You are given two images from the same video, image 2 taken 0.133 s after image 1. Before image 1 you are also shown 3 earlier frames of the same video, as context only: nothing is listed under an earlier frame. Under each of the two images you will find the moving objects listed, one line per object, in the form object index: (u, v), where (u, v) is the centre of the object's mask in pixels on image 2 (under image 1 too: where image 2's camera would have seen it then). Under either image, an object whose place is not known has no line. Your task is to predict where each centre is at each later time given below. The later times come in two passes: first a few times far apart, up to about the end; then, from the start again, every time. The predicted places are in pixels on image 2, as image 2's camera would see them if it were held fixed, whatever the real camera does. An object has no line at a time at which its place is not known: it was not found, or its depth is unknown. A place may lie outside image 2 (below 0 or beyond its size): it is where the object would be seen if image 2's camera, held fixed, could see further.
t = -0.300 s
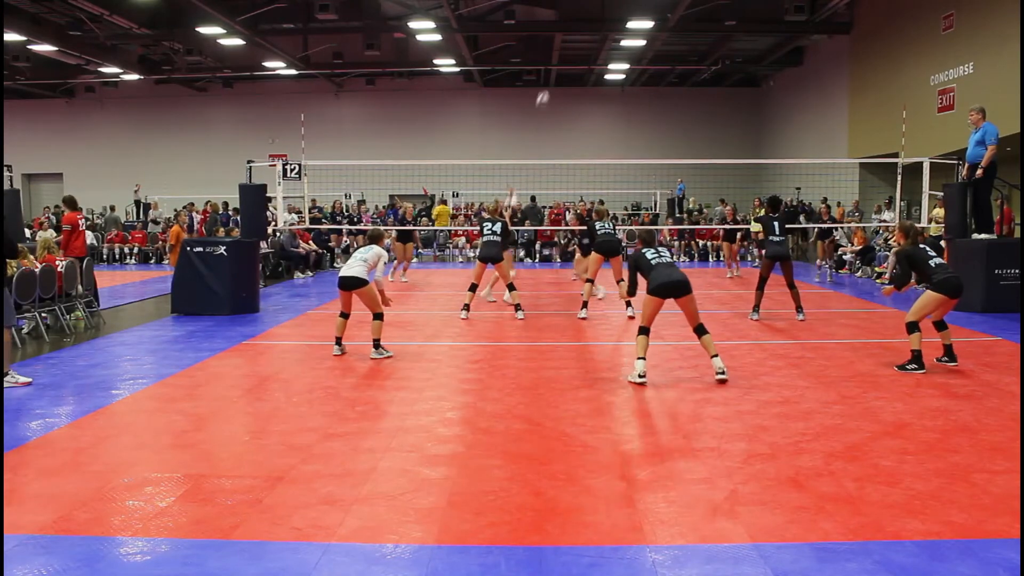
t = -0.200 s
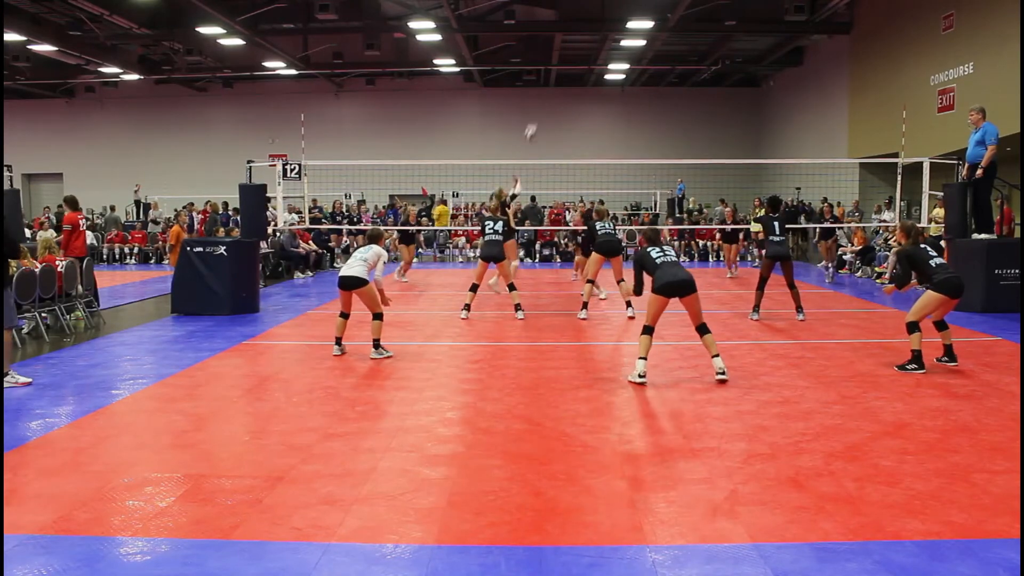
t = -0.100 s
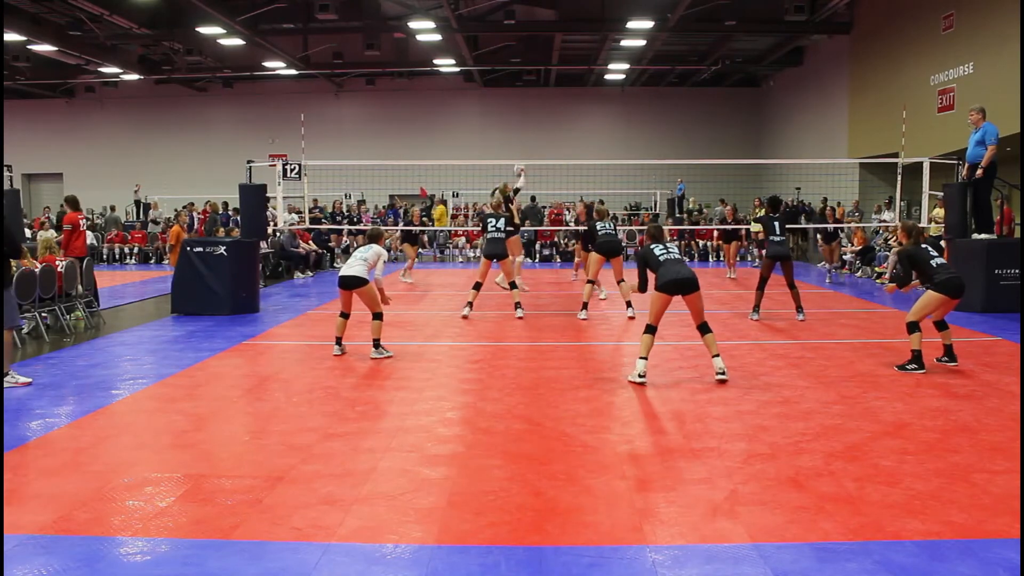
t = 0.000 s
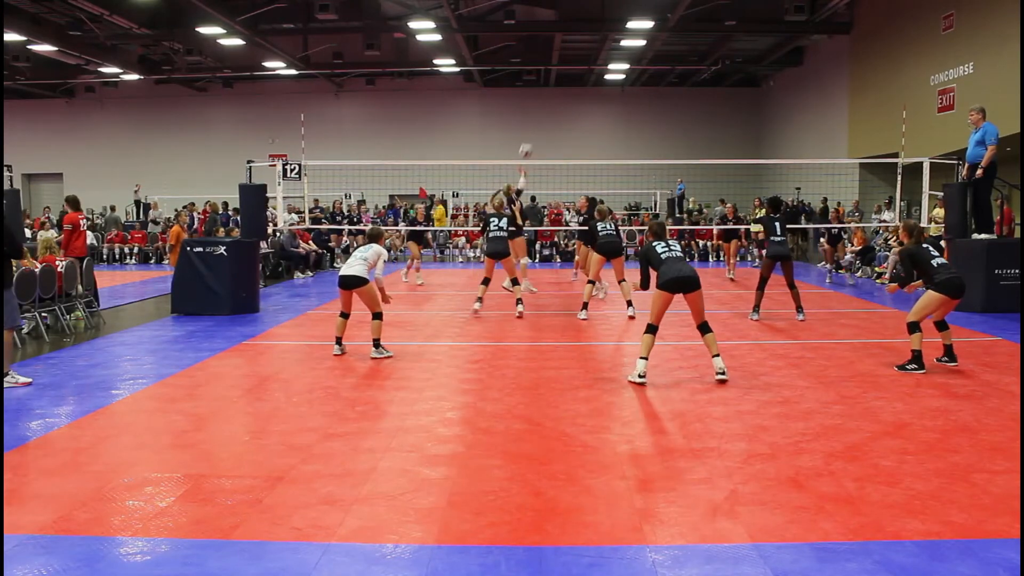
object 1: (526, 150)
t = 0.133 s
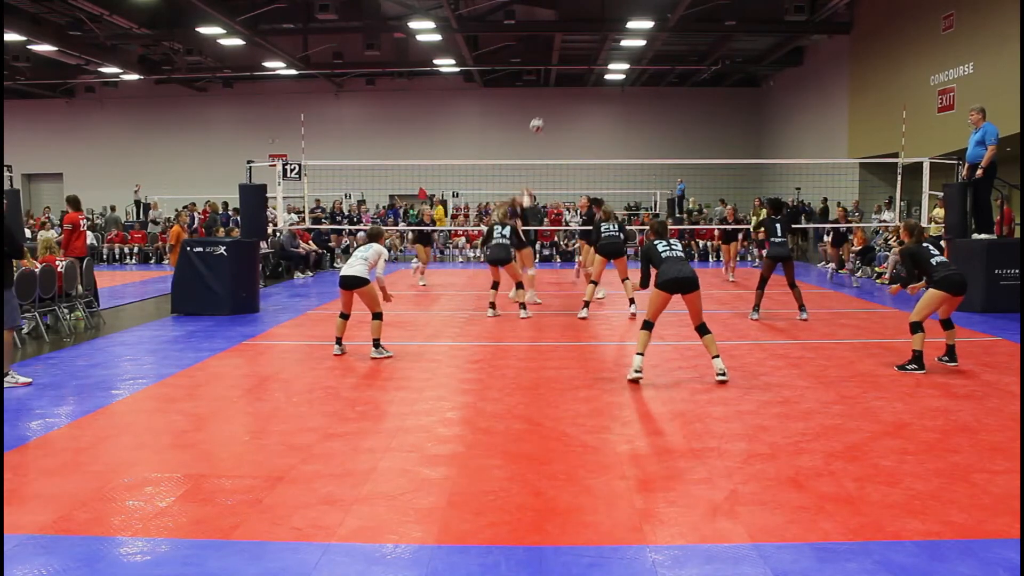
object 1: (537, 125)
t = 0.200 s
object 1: (542, 116)
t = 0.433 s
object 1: (561, 107)
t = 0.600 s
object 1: (576, 121)
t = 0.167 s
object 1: (539, 120)
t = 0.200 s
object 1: (542, 116)
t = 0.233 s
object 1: (545, 112)
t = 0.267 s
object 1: (548, 110)
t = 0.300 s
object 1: (550, 108)
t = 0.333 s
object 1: (553, 107)
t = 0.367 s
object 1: (556, 106)
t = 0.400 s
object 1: (559, 106)
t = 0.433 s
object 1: (561, 107)
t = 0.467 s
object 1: (564, 108)
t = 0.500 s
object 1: (567, 110)
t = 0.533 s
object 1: (570, 112)
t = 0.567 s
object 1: (573, 116)
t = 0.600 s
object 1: (576, 121)
